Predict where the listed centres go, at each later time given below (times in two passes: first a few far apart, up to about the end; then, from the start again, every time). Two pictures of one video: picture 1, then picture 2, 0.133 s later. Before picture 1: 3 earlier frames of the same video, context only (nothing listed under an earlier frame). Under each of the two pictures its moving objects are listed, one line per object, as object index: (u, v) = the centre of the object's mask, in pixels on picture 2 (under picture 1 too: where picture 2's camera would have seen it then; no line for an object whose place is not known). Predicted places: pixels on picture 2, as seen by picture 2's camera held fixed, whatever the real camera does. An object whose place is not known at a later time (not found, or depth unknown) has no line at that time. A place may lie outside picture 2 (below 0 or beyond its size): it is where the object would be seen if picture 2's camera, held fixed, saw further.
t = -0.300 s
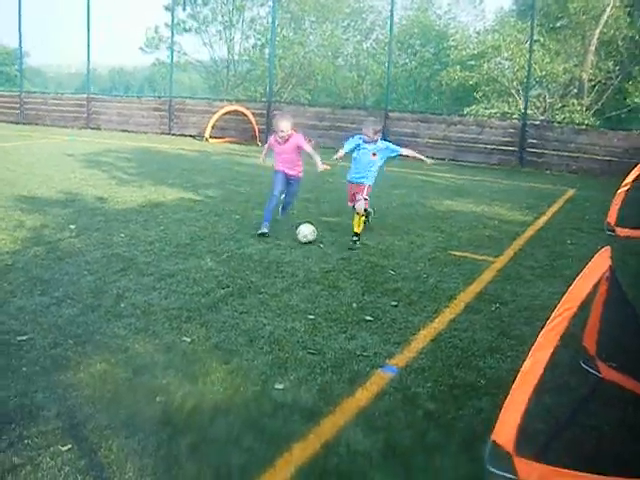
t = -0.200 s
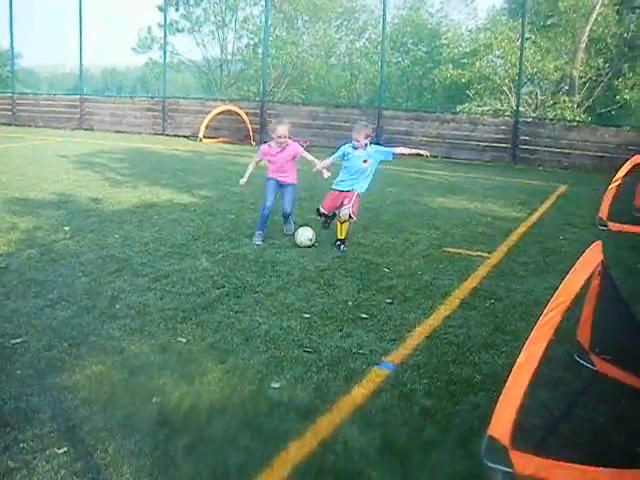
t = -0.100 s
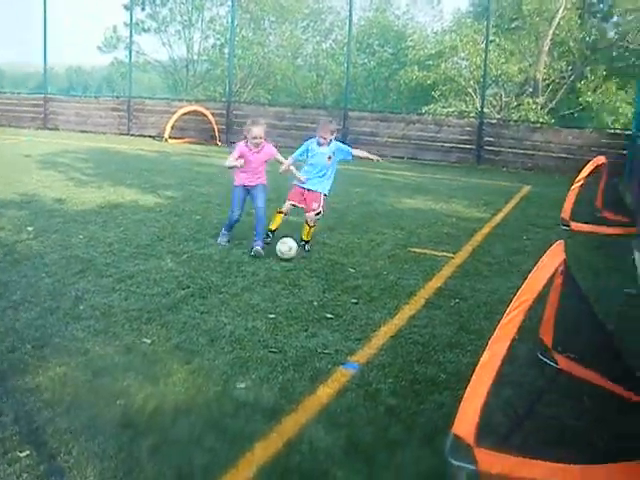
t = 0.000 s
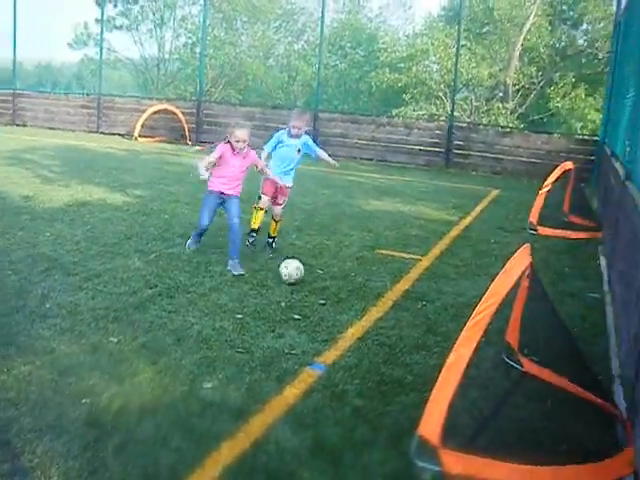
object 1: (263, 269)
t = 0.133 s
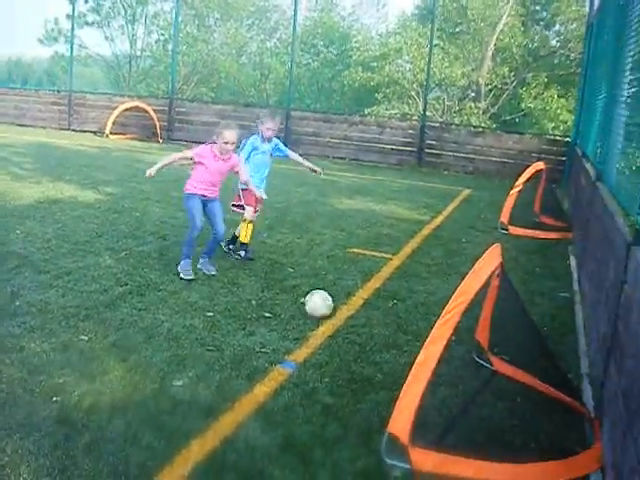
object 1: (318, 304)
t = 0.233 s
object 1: (365, 333)
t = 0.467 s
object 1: (482, 404)
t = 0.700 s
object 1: (556, 460)
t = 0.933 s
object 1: (541, 458)
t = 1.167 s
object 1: (539, 454)
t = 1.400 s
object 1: (540, 455)
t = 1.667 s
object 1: (538, 455)
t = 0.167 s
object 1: (332, 311)
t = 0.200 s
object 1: (348, 321)
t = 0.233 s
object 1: (365, 333)
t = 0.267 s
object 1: (382, 345)
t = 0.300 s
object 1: (398, 354)
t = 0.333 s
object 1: (407, 359)
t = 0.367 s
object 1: (438, 378)
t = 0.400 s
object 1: (450, 389)
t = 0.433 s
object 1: (466, 397)
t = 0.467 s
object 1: (482, 404)
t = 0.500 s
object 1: (499, 413)
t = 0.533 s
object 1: (515, 425)
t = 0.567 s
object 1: (532, 439)
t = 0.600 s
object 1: (548, 453)
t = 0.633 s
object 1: (557, 458)
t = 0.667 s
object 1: (560, 460)
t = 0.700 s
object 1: (556, 460)
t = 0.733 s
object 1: (550, 460)
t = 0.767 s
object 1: (546, 459)
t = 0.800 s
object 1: (545, 456)
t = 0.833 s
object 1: (544, 457)
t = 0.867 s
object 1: (543, 457)
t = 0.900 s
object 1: (541, 458)
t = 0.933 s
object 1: (541, 458)
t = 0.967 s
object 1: (540, 457)
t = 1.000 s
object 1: (539, 457)
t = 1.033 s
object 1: (539, 456)
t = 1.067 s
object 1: (539, 456)
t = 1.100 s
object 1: (538, 455)
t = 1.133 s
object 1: (539, 455)
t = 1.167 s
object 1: (539, 454)
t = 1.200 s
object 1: (538, 454)
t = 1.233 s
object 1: (539, 454)
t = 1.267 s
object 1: (539, 454)
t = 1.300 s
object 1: (539, 454)
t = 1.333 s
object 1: (540, 454)
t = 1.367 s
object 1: (539, 455)
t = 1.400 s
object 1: (540, 455)
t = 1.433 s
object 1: (540, 454)
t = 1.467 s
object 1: (539, 454)
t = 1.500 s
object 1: (539, 455)
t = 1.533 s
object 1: (539, 455)
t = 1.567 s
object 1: (539, 455)
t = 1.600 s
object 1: (539, 455)
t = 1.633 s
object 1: (538, 455)
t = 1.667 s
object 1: (538, 455)
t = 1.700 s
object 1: (538, 455)
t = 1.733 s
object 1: (538, 455)
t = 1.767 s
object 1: (537, 454)
